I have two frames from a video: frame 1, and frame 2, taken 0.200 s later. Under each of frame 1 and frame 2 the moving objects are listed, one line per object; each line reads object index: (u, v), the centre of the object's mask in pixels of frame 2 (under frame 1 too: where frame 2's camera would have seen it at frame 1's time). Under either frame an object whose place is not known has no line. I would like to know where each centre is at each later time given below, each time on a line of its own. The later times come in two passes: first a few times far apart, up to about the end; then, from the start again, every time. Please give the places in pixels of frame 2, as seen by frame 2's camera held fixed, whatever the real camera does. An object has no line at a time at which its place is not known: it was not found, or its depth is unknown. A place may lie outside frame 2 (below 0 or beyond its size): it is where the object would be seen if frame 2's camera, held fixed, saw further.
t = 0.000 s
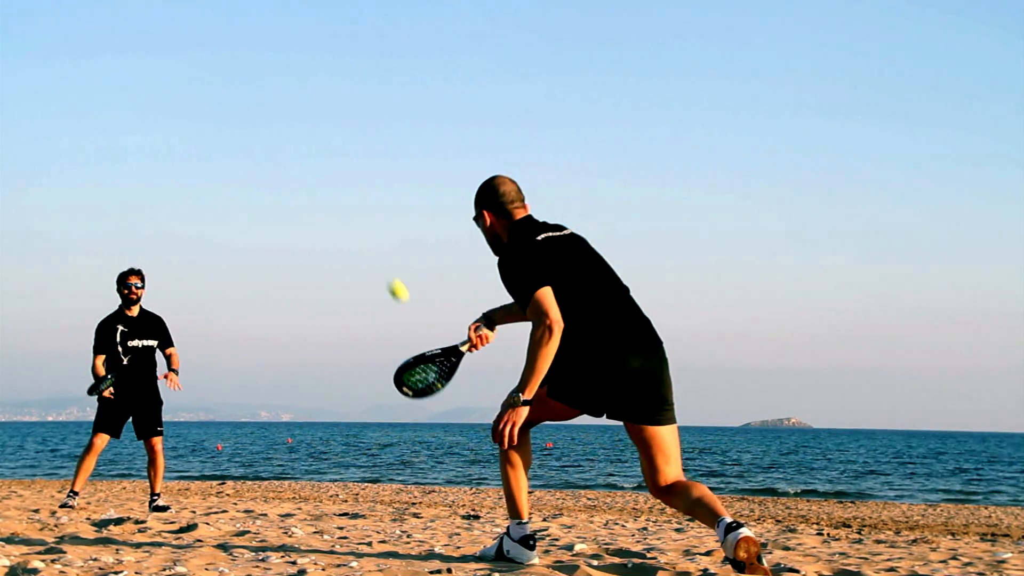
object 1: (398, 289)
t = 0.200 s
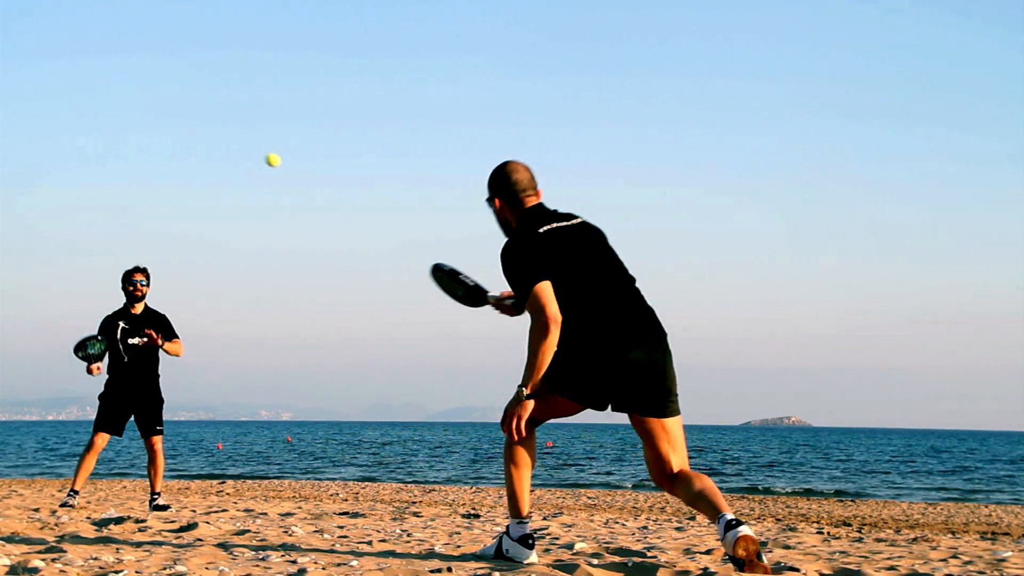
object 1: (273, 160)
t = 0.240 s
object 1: (253, 149)
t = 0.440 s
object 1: (169, 148)
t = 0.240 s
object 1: (253, 149)
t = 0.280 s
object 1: (234, 143)
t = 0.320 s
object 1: (216, 140)
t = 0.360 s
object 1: (200, 140)
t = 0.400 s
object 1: (184, 143)
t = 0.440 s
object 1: (169, 148)
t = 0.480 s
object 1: (155, 155)
